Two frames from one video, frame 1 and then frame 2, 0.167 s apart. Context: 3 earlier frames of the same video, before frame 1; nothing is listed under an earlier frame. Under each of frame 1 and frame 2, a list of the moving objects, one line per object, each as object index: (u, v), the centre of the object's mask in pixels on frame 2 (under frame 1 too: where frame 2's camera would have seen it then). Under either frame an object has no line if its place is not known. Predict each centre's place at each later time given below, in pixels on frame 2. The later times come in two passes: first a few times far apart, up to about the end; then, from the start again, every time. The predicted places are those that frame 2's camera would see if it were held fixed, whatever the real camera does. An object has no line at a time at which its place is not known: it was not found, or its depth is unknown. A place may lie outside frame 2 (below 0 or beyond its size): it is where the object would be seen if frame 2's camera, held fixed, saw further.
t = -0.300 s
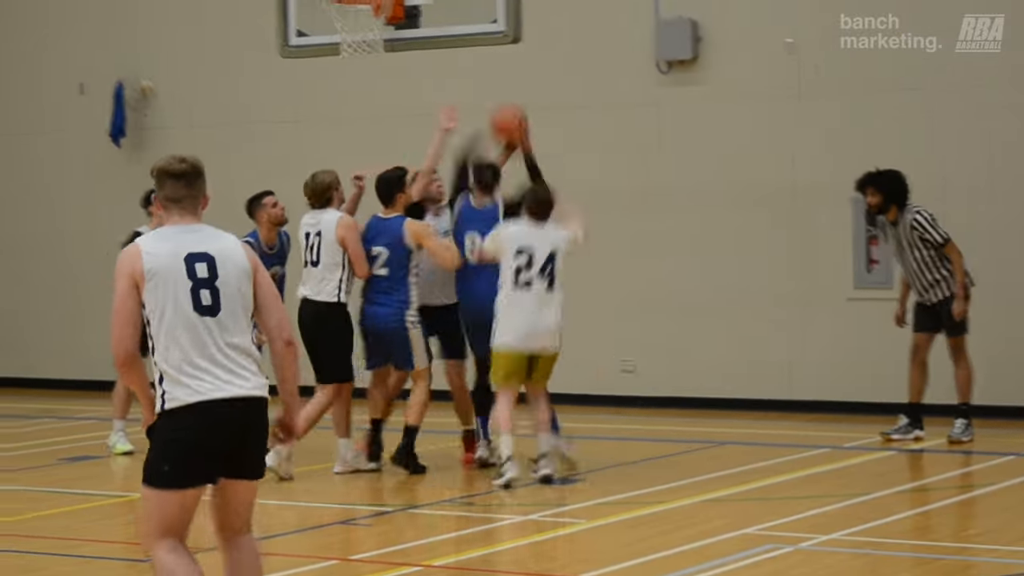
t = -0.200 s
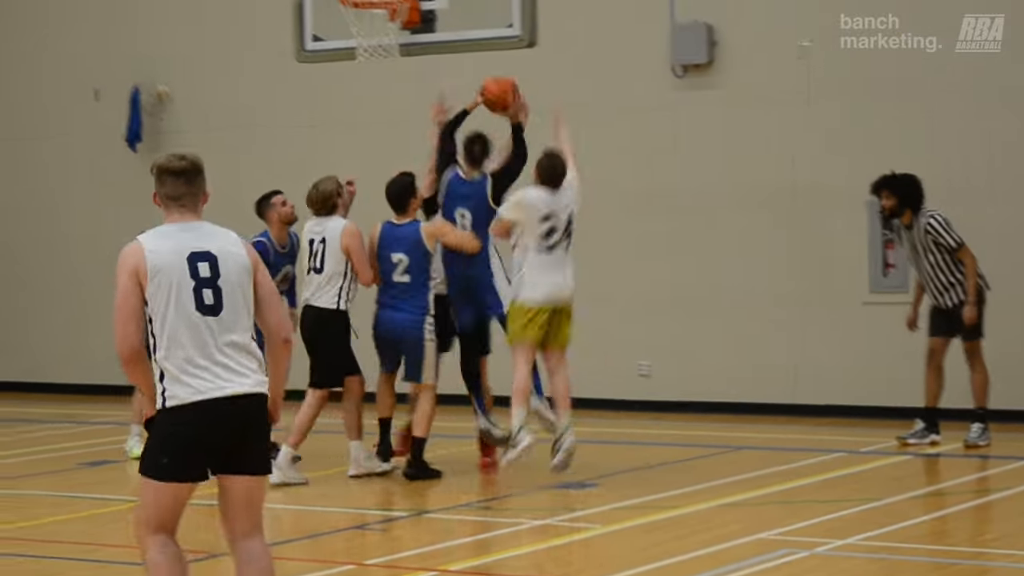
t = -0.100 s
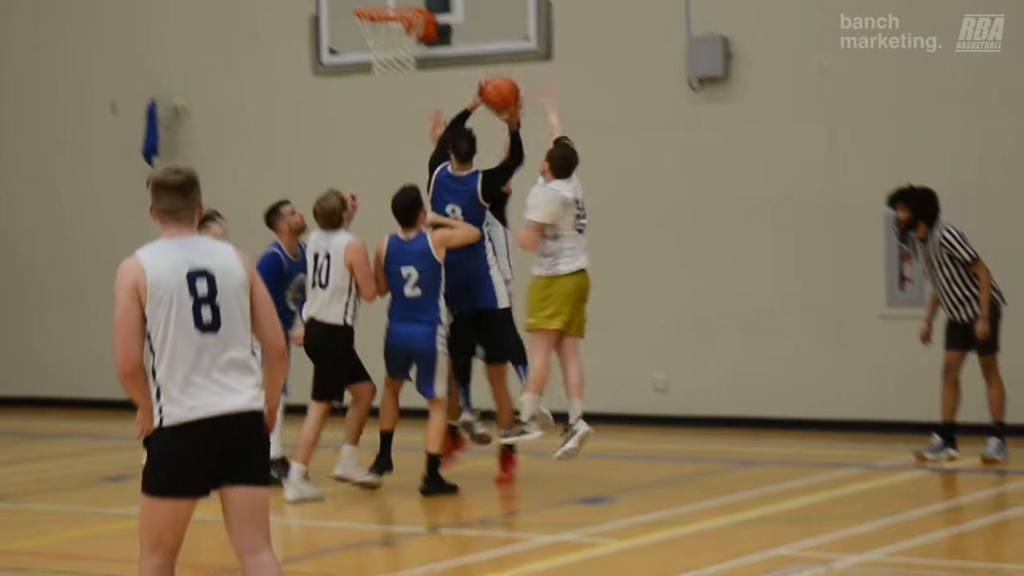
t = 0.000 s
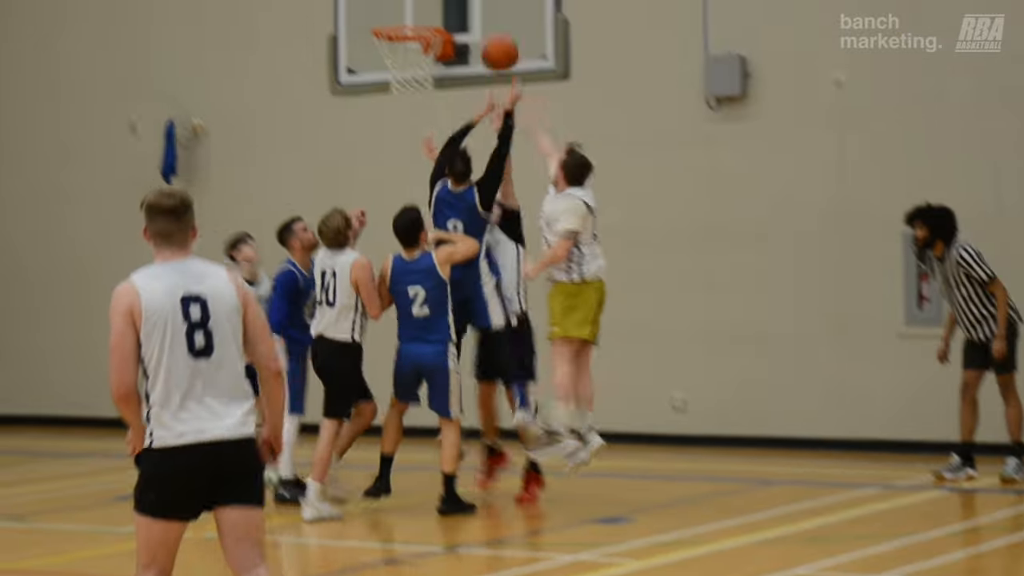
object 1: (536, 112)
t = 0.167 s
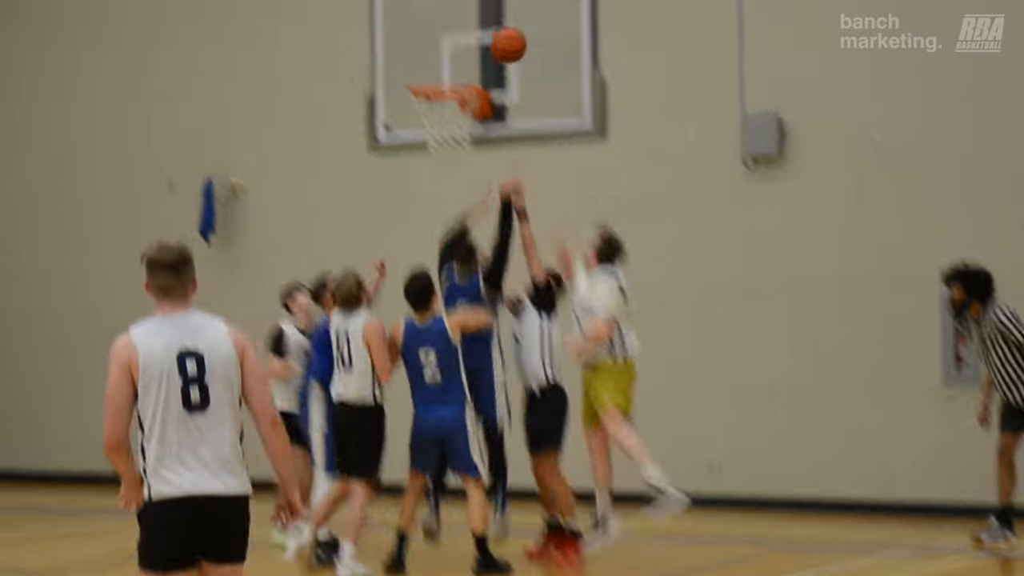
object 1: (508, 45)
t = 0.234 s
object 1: (498, 30)
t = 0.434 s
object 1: (464, 25)
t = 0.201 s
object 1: (503, 36)
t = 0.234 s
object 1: (498, 30)
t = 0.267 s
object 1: (493, 26)
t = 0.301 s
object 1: (488, 23)
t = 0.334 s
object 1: (483, 21)
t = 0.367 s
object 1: (478, 21)
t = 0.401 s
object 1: (471, 22)
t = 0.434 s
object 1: (464, 25)
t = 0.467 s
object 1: (457, 32)
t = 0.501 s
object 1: (450, 38)
